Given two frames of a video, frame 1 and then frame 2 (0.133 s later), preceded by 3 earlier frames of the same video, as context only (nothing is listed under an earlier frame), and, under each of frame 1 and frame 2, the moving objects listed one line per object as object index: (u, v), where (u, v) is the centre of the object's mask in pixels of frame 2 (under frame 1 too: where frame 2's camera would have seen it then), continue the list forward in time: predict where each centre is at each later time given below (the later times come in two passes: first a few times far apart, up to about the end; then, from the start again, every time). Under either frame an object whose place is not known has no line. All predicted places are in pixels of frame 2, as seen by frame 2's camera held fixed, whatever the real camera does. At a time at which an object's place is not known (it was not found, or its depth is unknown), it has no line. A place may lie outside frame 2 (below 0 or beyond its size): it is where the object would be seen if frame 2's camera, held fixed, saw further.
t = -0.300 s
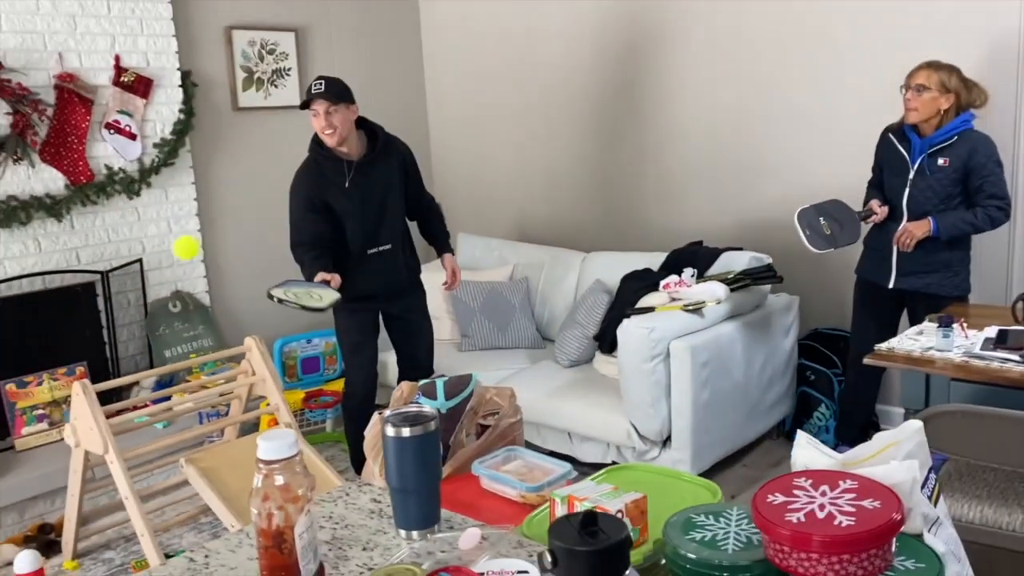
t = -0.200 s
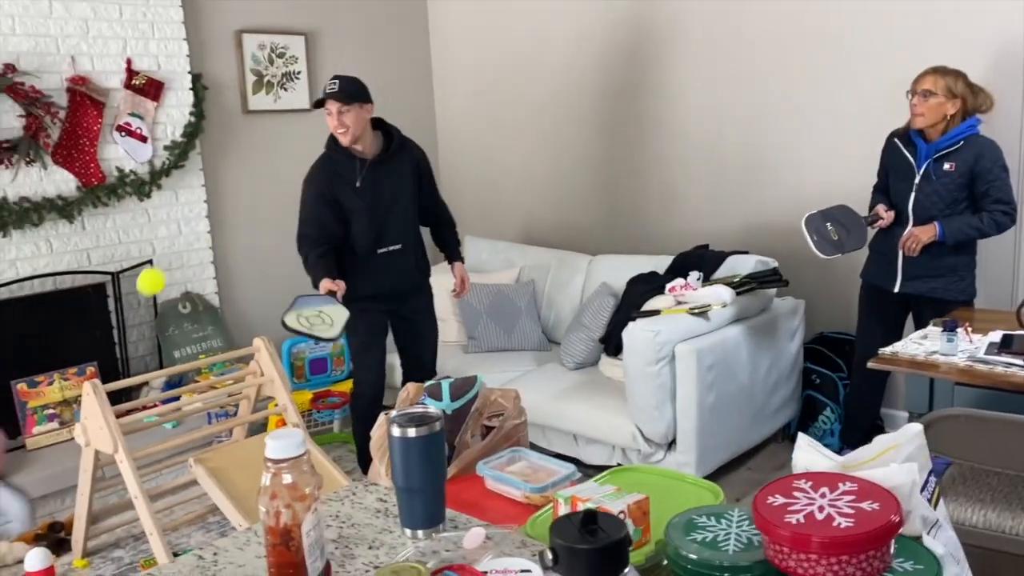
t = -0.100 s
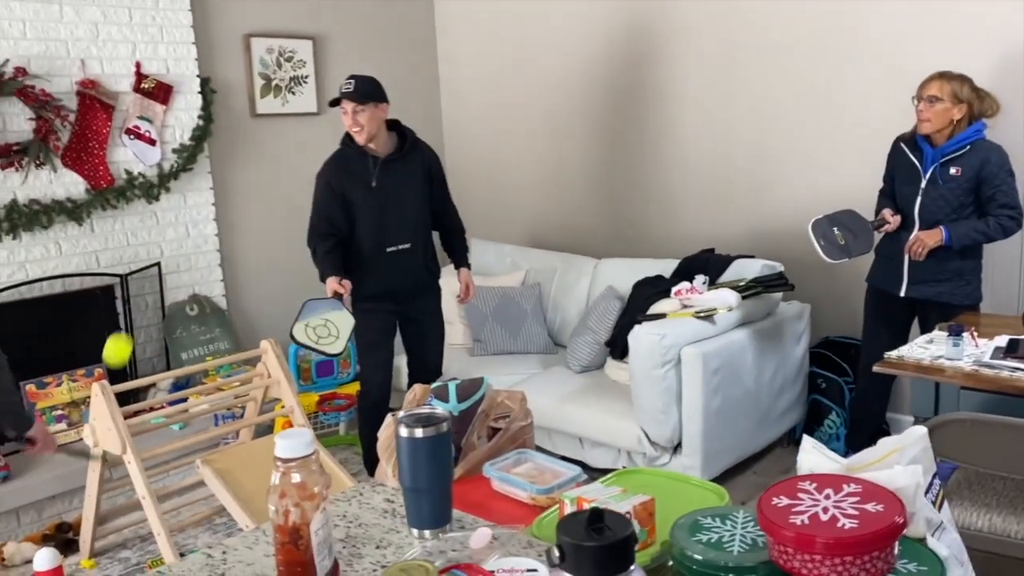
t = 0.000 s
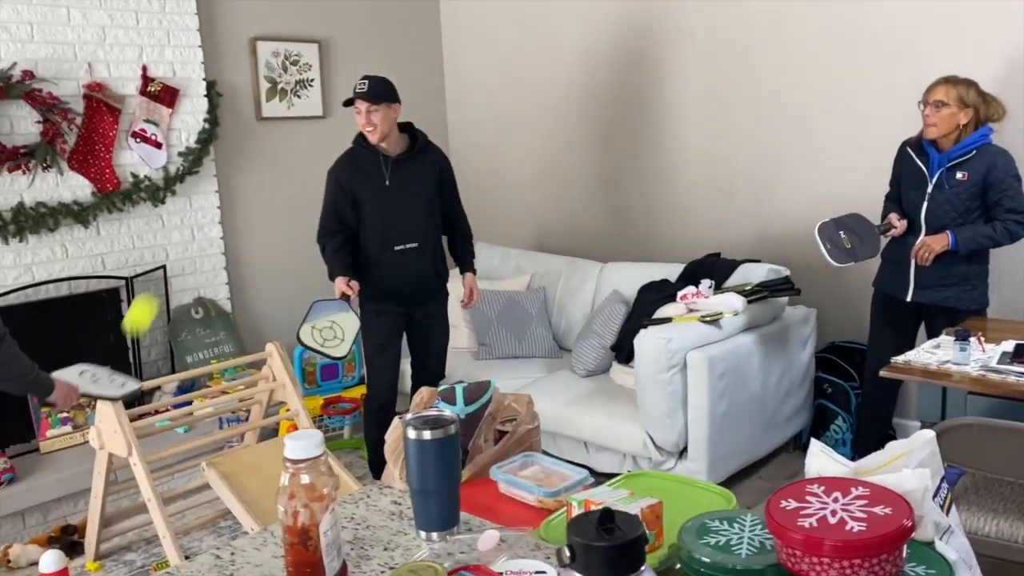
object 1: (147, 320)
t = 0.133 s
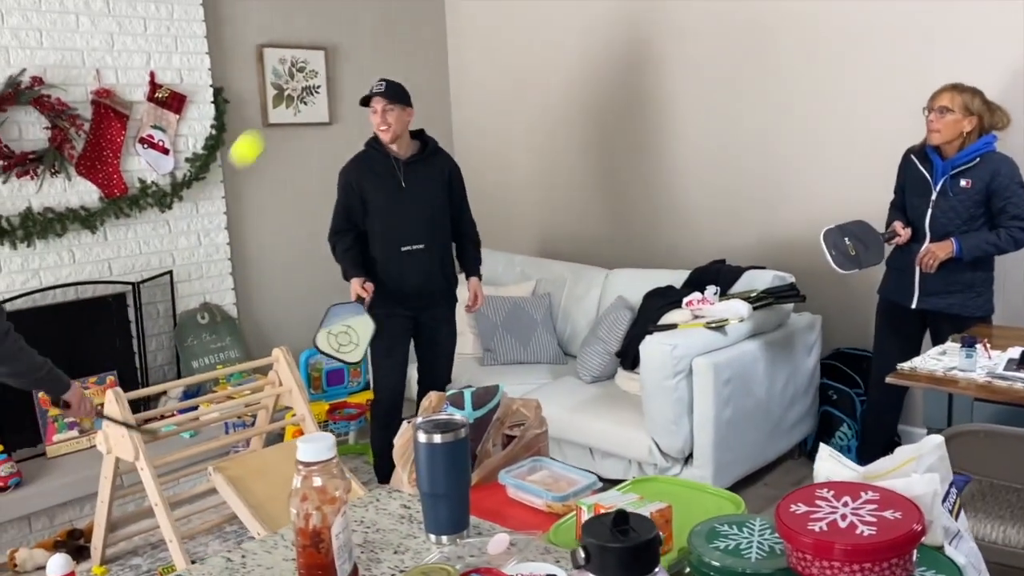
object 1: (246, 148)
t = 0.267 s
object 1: (348, 43)
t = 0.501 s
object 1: (525, 17)
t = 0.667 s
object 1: (641, 106)
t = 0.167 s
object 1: (270, 118)
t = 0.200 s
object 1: (296, 89)
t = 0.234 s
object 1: (323, 63)
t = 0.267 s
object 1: (348, 43)
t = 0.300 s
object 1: (373, 28)
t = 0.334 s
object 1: (399, 16)
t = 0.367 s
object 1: (425, 8)
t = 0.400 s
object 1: (450, 4)
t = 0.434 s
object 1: (476, 5)
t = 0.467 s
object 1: (500, 9)
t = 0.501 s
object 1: (525, 17)
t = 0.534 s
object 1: (549, 28)
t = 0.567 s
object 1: (573, 43)
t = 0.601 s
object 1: (597, 61)
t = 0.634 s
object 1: (619, 82)
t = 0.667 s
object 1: (641, 106)
